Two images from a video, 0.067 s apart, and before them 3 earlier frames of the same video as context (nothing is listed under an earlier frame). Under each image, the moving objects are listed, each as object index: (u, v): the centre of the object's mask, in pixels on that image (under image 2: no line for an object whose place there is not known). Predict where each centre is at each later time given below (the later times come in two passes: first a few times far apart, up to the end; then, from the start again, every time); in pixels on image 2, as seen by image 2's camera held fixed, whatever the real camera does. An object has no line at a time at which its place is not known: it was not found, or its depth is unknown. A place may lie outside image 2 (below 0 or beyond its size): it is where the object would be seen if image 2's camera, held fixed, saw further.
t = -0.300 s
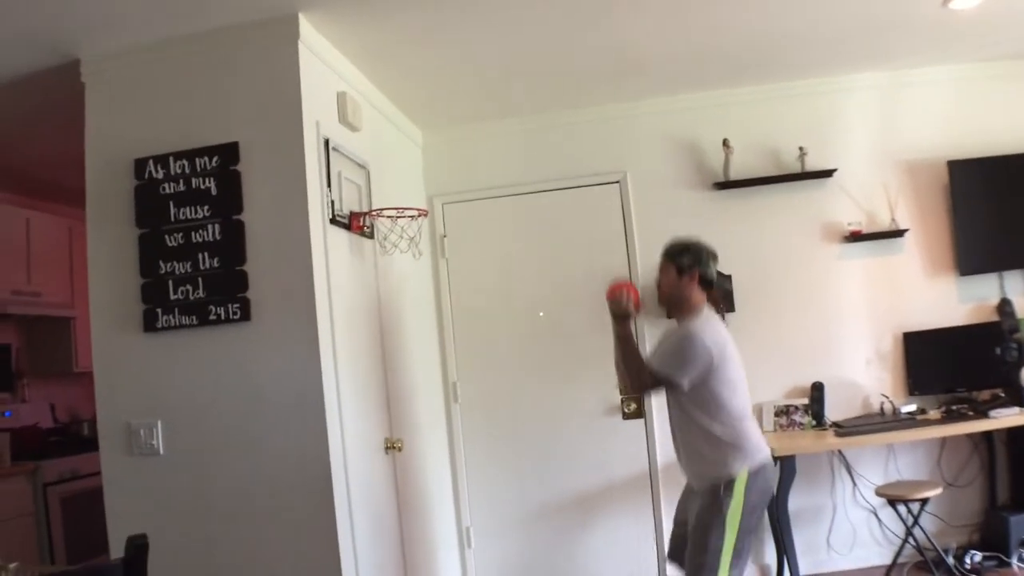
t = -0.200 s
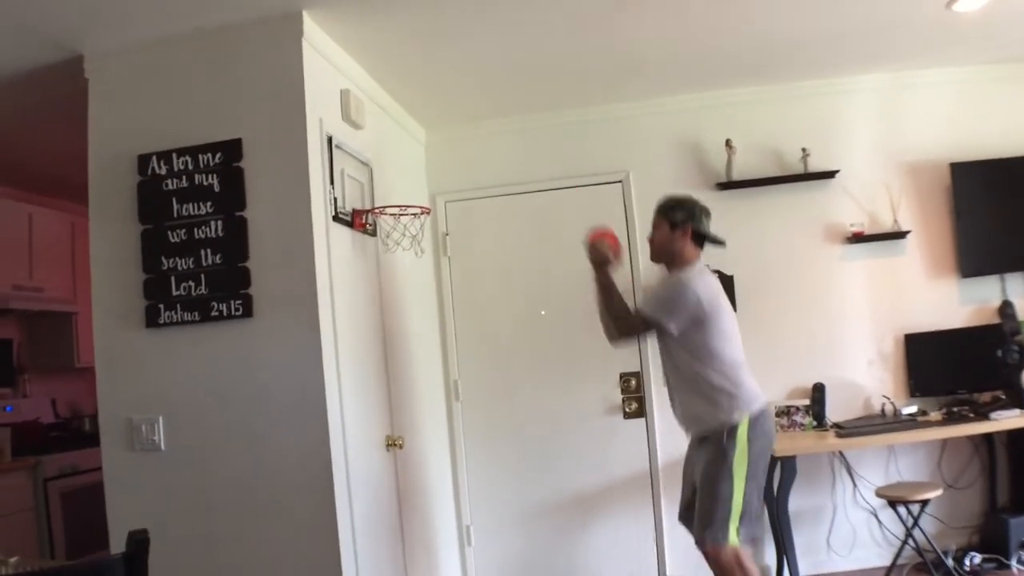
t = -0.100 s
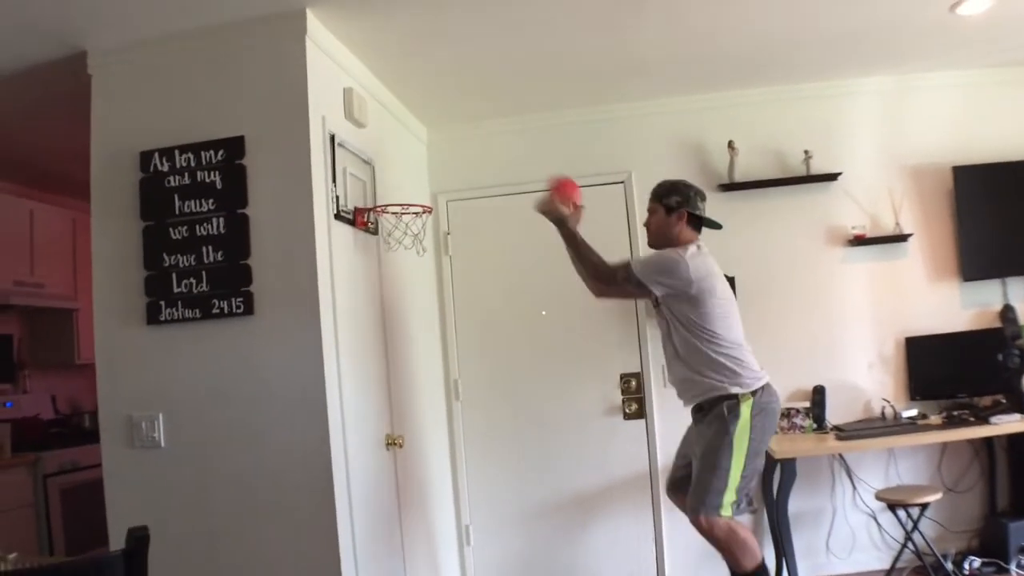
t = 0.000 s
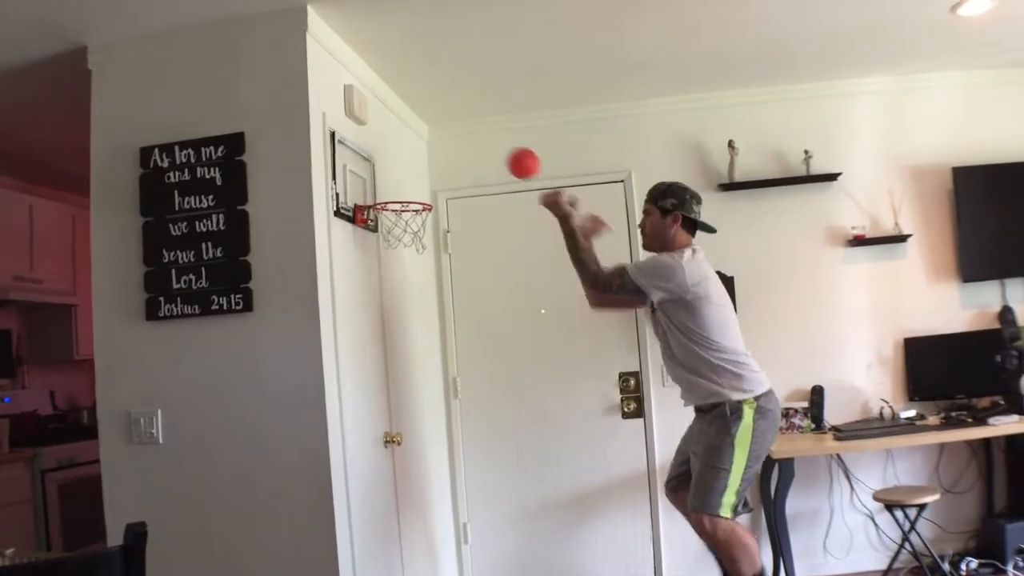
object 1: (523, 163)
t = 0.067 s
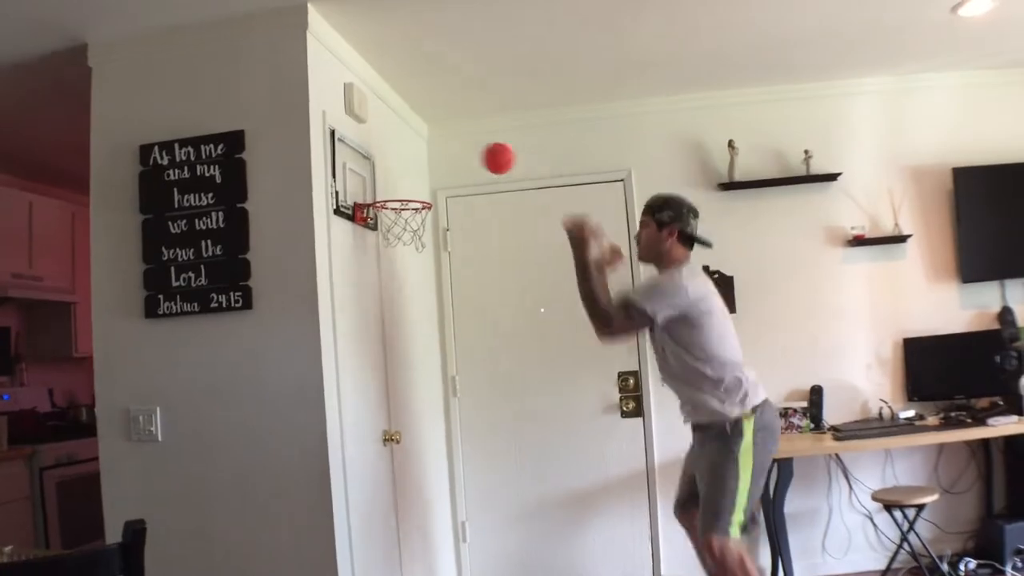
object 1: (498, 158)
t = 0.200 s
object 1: (451, 183)
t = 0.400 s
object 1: (504, 211)
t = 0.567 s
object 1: (571, 301)
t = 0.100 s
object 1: (486, 160)
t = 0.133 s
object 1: (474, 165)
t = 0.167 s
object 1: (462, 173)
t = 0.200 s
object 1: (451, 183)
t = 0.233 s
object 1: (443, 195)
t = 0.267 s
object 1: (454, 193)
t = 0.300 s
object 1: (466, 193)
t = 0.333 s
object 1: (478, 195)
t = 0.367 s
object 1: (490, 201)
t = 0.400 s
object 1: (504, 211)
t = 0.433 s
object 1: (516, 223)
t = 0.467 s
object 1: (530, 238)
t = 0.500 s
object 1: (544, 256)
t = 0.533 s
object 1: (557, 277)
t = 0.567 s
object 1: (571, 301)
